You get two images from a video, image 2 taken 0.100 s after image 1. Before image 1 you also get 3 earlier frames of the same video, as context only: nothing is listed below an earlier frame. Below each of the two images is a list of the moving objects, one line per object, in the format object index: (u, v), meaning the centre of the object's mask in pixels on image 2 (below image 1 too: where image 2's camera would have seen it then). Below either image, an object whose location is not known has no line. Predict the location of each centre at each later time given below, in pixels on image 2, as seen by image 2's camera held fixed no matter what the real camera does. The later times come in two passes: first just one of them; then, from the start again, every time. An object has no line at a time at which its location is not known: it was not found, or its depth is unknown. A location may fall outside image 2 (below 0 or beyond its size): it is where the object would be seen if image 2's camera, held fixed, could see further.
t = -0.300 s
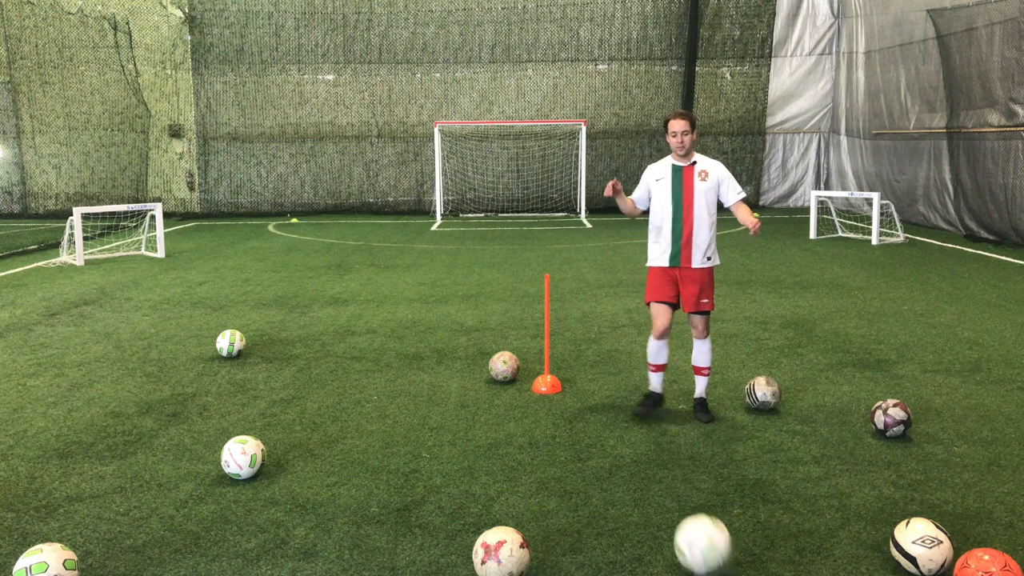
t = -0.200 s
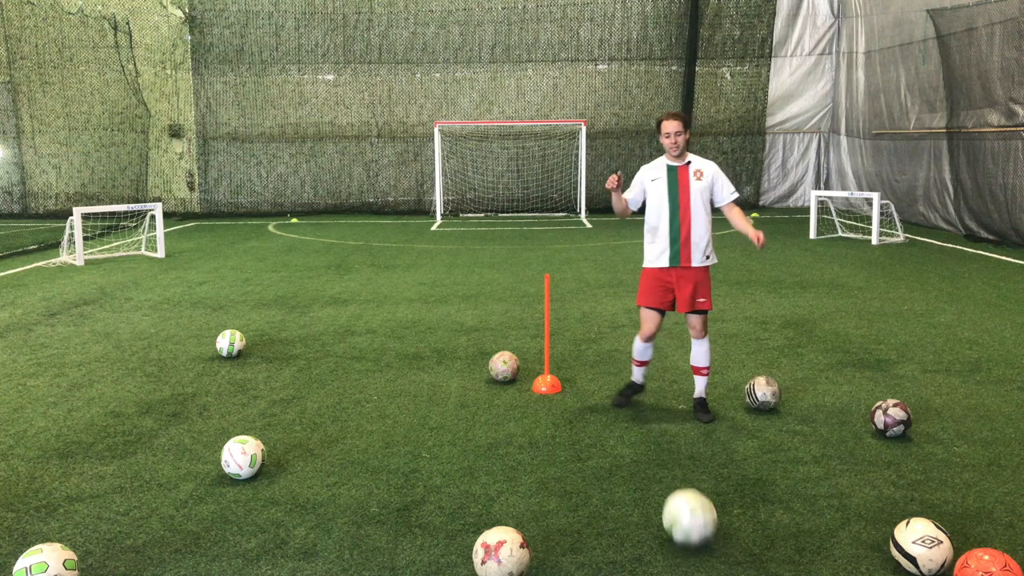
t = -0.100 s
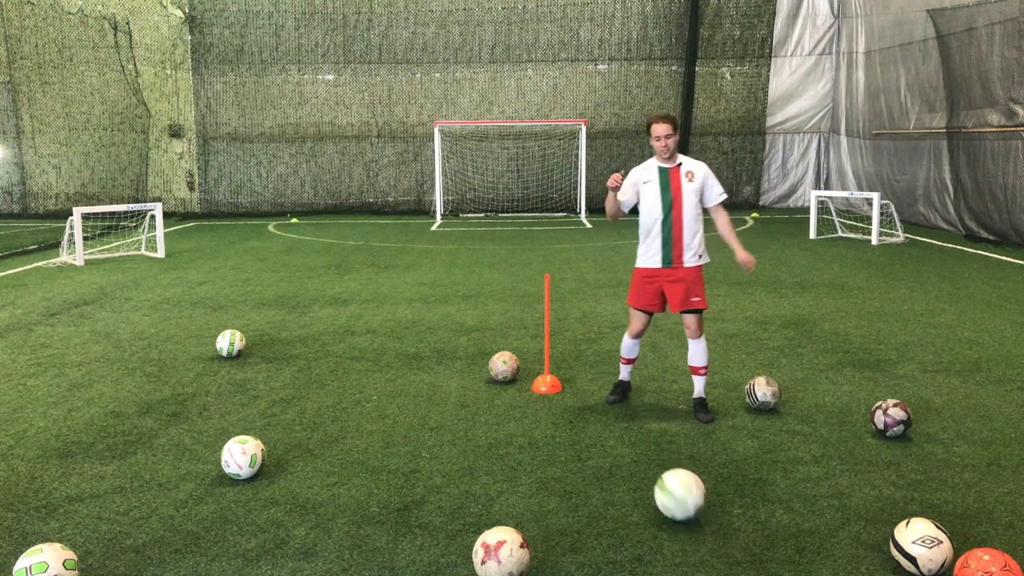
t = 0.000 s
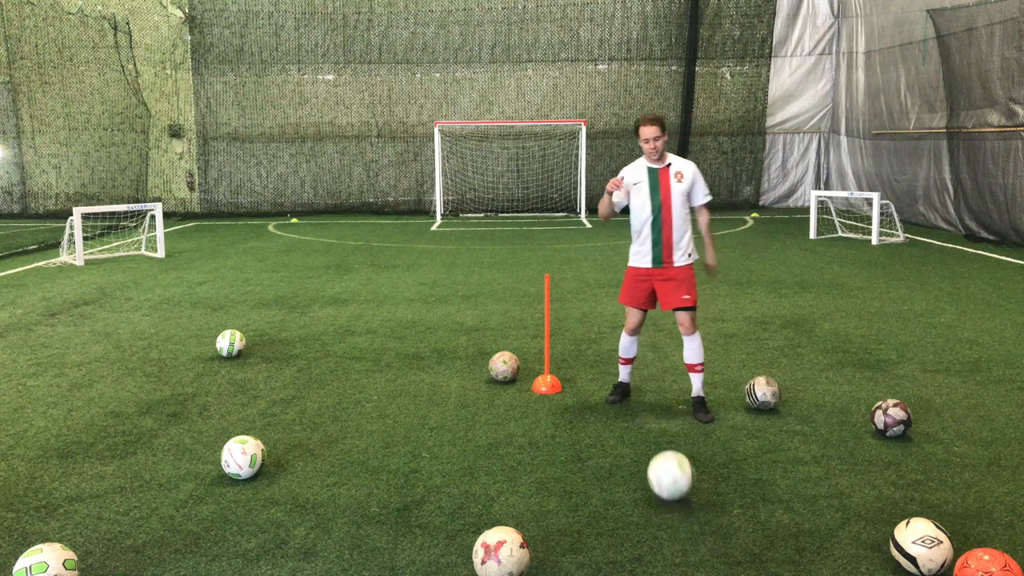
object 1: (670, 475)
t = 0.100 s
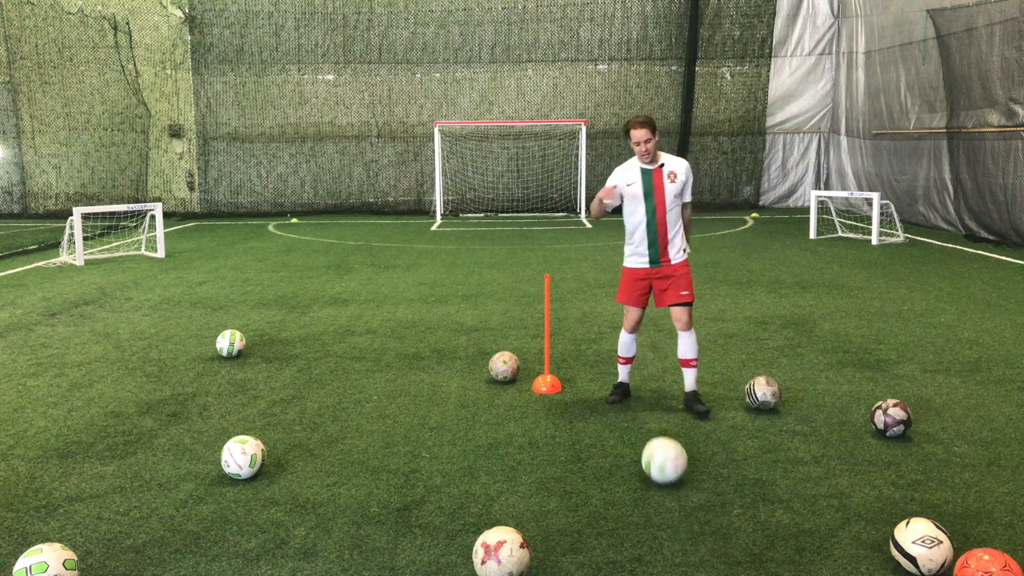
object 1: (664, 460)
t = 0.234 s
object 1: (656, 440)
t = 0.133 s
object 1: (662, 454)
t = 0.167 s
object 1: (660, 450)
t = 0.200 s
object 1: (657, 445)
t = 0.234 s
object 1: (656, 440)
